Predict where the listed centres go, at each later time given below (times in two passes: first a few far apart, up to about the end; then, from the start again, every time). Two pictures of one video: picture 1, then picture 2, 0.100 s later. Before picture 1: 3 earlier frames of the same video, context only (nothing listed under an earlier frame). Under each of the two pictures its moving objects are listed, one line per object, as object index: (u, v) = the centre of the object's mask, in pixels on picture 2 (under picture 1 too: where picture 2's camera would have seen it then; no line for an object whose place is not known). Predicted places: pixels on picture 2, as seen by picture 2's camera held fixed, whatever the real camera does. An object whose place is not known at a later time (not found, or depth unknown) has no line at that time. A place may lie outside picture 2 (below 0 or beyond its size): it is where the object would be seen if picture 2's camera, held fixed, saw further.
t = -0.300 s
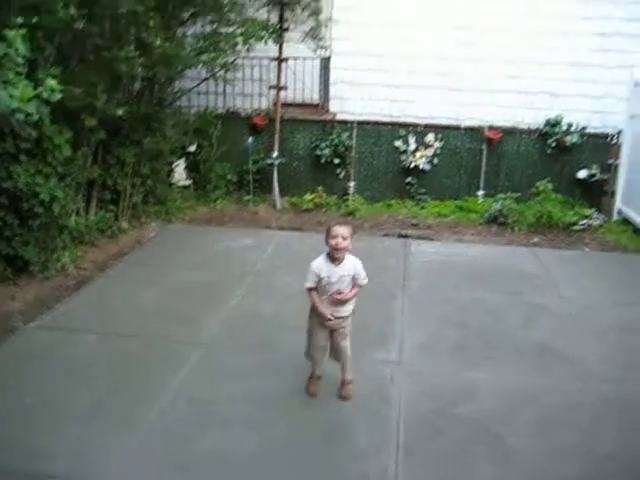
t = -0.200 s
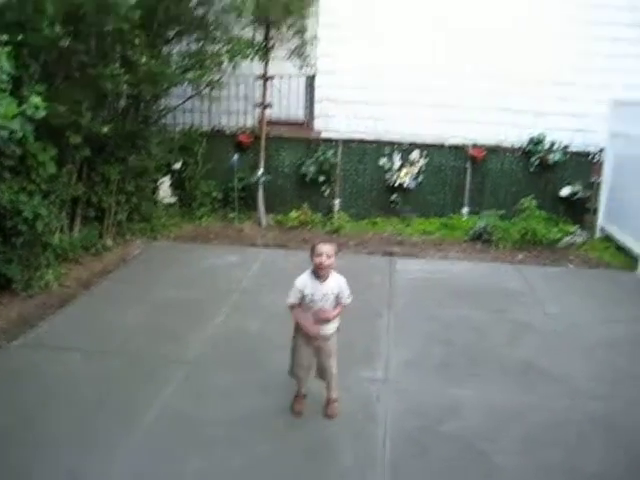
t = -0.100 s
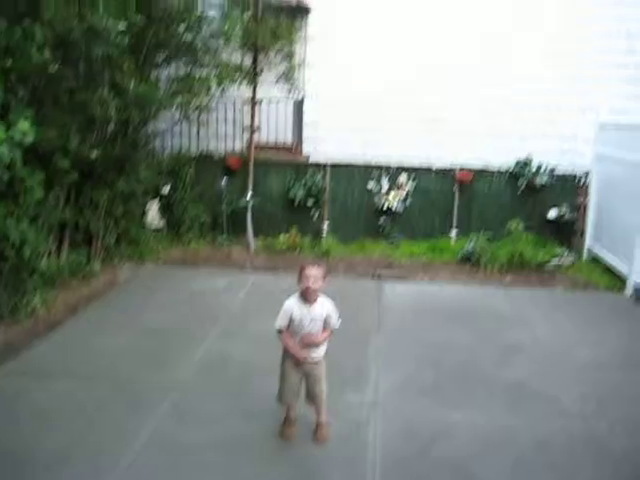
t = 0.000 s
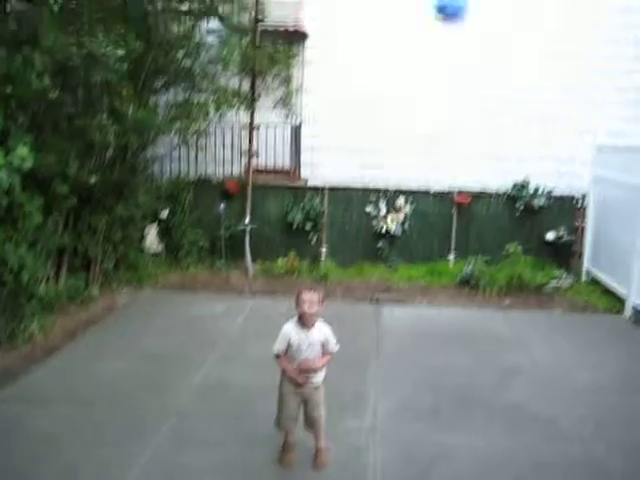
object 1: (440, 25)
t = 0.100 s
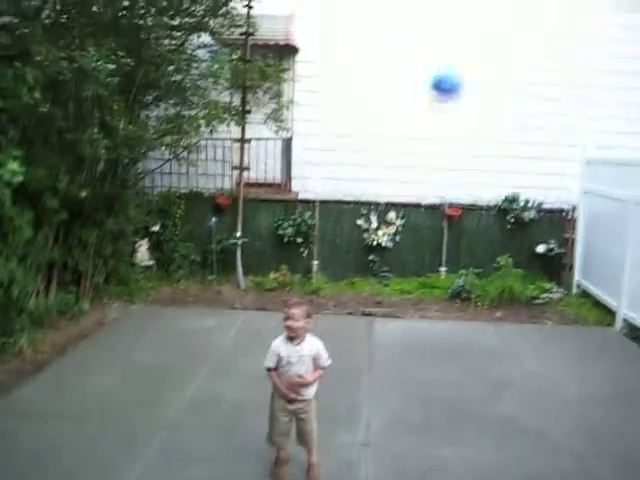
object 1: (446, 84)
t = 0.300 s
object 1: (454, 231)
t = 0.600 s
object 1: (459, 340)
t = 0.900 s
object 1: (461, 213)
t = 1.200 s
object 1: (451, 210)
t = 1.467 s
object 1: (440, 300)
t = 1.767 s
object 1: (426, 362)
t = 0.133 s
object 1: (448, 107)
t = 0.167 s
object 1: (449, 131)
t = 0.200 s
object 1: (451, 154)
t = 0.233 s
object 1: (451, 181)
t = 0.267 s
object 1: (452, 210)
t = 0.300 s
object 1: (454, 231)
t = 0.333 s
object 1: (454, 257)
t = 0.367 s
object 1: (455, 285)
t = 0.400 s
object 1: (455, 310)
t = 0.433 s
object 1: (455, 340)
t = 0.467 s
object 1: (456, 367)
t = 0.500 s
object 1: (455, 395)
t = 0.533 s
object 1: (458, 385)
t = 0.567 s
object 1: (458, 361)
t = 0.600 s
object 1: (459, 340)
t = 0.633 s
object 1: (461, 317)
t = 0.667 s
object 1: (462, 299)
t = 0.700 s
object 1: (463, 283)
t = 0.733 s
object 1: (462, 269)
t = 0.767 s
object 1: (462, 253)
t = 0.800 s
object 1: (464, 239)
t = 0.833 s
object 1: (463, 229)
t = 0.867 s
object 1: (462, 220)
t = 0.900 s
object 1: (461, 213)
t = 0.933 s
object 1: (459, 208)
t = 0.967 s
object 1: (459, 203)
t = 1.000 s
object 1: (458, 199)
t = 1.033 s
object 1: (457, 198)
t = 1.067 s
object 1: (456, 198)
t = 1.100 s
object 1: (455, 197)
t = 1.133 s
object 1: (453, 200)
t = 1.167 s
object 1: (453, 203)
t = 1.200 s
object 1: (451, 210)
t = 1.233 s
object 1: (450, 216)
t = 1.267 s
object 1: (449, 223)
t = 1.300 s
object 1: (448, 232)
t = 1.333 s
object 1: (446, 243)
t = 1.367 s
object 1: (446, 255)
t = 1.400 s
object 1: (443, 269)
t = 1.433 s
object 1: (442, 283)
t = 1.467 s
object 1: (440, 300)
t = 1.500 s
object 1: (438, 317)
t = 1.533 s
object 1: (434, 336)
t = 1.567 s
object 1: (432, 354)
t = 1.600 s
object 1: (430, 375)
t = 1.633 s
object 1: (428, 399)
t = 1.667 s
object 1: (427, 410)
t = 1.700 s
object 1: (427, 390)
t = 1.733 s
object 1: (427, 377)
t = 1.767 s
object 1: (426, 362)
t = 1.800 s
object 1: (424, 350)
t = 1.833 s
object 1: (424, 337)
